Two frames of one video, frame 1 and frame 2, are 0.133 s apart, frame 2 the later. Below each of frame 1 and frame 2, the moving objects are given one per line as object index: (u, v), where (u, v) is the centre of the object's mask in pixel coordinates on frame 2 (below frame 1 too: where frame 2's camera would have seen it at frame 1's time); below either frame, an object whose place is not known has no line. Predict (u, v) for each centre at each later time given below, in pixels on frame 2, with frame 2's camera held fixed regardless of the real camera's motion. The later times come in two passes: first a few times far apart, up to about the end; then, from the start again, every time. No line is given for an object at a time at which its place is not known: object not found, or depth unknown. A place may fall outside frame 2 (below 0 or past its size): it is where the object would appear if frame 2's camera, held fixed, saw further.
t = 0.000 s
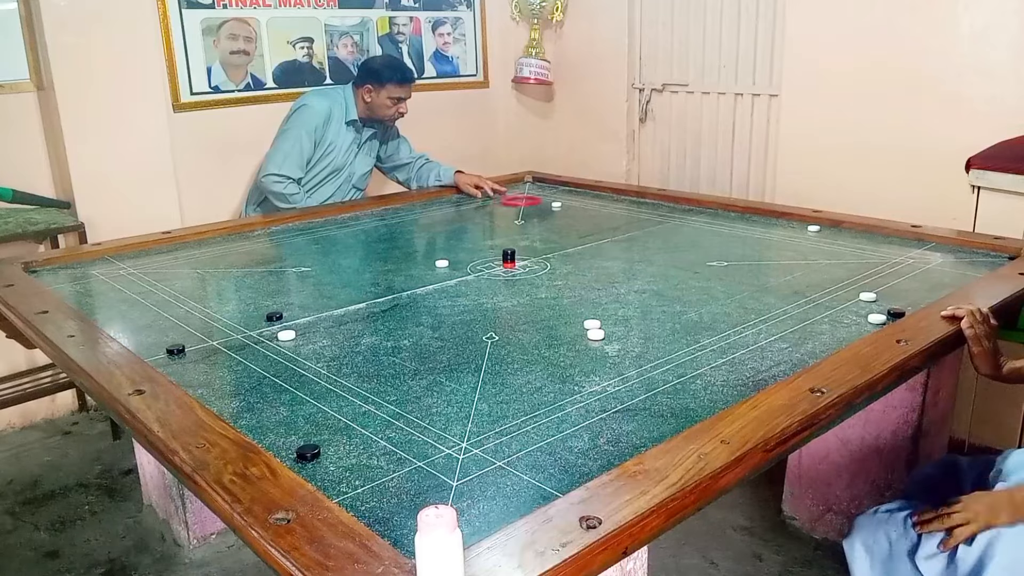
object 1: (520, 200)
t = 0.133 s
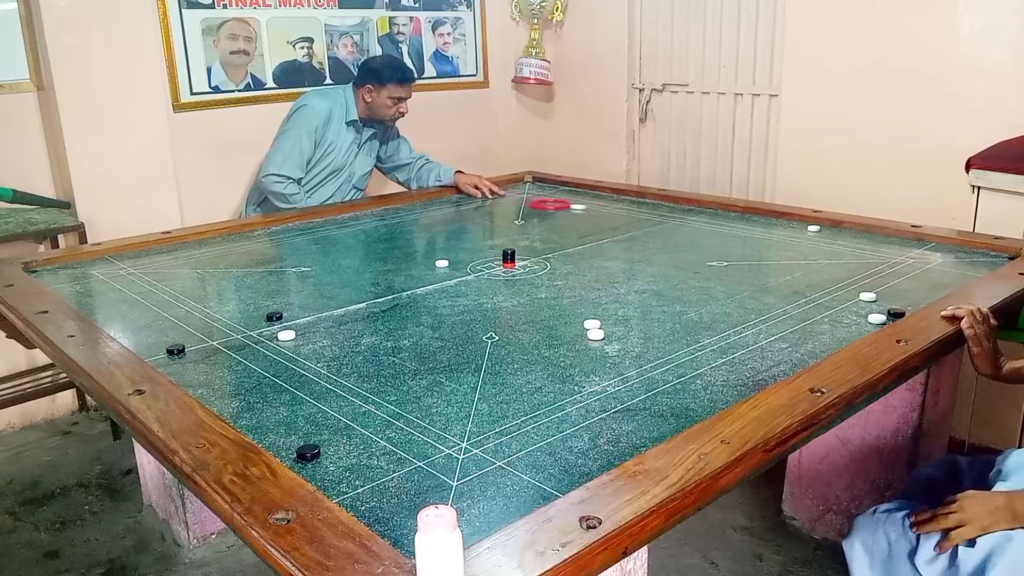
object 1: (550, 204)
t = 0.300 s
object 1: (583, 208)
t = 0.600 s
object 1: (646, 215)
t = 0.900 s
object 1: (713, 221)
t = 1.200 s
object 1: (781, 229)
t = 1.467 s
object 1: (833, 236)
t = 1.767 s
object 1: (886, 246)
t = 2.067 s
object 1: (941, 254)
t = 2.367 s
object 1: (977, 260)
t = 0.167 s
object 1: (557, 205)
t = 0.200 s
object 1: (564, 206)
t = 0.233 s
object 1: (570, 206)
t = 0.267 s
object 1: (577, 207)
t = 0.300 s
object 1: (583, 208)
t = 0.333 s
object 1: (590, 209)
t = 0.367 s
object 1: (597, 210)
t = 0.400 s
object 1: (605, 210)
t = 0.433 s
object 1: (611, 211)
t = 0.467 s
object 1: (618, 212)
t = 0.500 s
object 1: (625, 212)
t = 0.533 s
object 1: (633, 213)
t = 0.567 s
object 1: (640, 214)
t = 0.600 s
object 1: (646, 215)
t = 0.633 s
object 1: (654, 216)
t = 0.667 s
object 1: (660, 216)
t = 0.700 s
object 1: (668, 217)
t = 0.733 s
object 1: (675, 217)
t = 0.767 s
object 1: (683, 218)
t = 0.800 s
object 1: (690, 219)
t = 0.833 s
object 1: (697, 220)
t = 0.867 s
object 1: (705, 221)
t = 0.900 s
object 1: (713, 221)
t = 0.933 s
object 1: (720, 222)
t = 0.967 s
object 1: (727, 223)
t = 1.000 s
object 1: (735, 224)
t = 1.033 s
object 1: (743, 225)
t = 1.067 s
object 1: (750, 225)
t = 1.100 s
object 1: (758, 226)
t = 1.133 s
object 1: (766, 227)
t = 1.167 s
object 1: (774, 228)
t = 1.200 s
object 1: (781, 229)
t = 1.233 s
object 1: (788, 230)
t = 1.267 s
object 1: (795, 231)
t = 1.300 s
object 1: (802, 232)
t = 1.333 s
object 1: (808, 233)
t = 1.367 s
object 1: (814, 233)
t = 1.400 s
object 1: (820, 234)
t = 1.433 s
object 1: (827, 235)
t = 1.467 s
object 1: (833, 236)
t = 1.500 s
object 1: (839, 237)
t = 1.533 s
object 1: (845, 238)
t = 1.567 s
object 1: (851, 239)
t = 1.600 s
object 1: (856, 240)
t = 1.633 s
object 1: (862, 241)
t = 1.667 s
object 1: (869, 242)
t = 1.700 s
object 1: (874, 243)
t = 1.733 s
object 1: (880, 244)
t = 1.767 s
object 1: (886, 246)
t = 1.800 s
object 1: (892, 247)
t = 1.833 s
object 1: (899, 247)
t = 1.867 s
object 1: (905, 248)
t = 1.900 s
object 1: (911, 250)
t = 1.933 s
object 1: (917, 250)
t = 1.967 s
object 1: (922, 251)
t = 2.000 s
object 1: (929, 252)
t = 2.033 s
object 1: (935, 253)
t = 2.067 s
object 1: (941, 254)
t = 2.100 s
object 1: (947, 255)
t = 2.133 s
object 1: (954, 256)
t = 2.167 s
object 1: (960, 257)
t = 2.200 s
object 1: (966, 258)
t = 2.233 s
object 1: (971, 259)
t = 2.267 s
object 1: (974, 260)
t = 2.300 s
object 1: (977, 260)
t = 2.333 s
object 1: (979, 261)
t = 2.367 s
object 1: (977, 260)
